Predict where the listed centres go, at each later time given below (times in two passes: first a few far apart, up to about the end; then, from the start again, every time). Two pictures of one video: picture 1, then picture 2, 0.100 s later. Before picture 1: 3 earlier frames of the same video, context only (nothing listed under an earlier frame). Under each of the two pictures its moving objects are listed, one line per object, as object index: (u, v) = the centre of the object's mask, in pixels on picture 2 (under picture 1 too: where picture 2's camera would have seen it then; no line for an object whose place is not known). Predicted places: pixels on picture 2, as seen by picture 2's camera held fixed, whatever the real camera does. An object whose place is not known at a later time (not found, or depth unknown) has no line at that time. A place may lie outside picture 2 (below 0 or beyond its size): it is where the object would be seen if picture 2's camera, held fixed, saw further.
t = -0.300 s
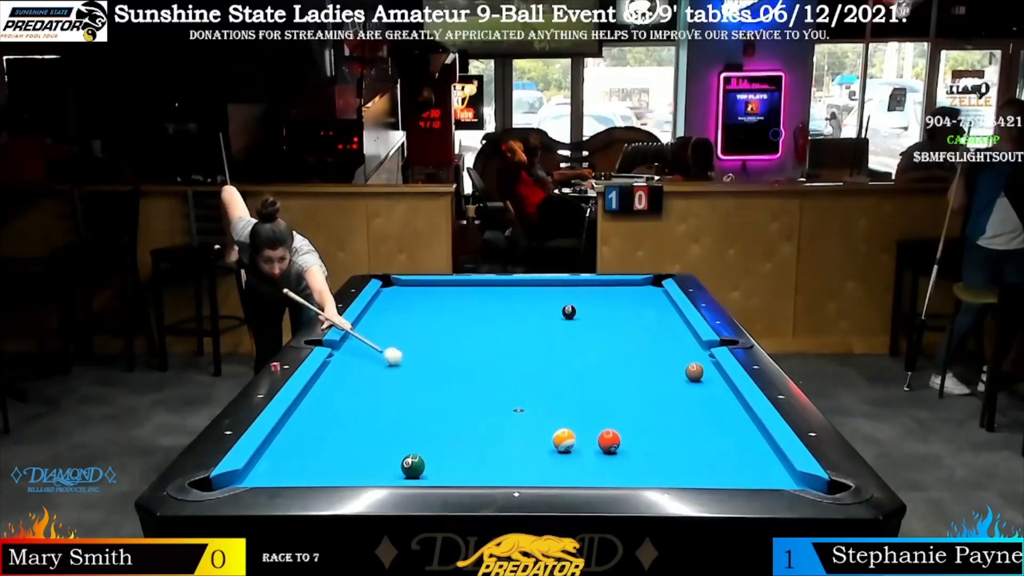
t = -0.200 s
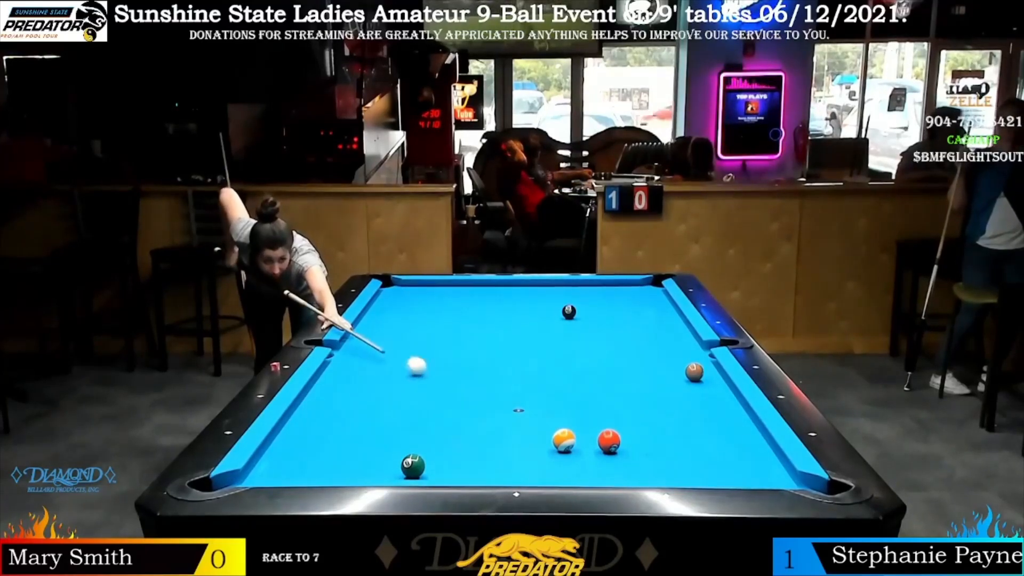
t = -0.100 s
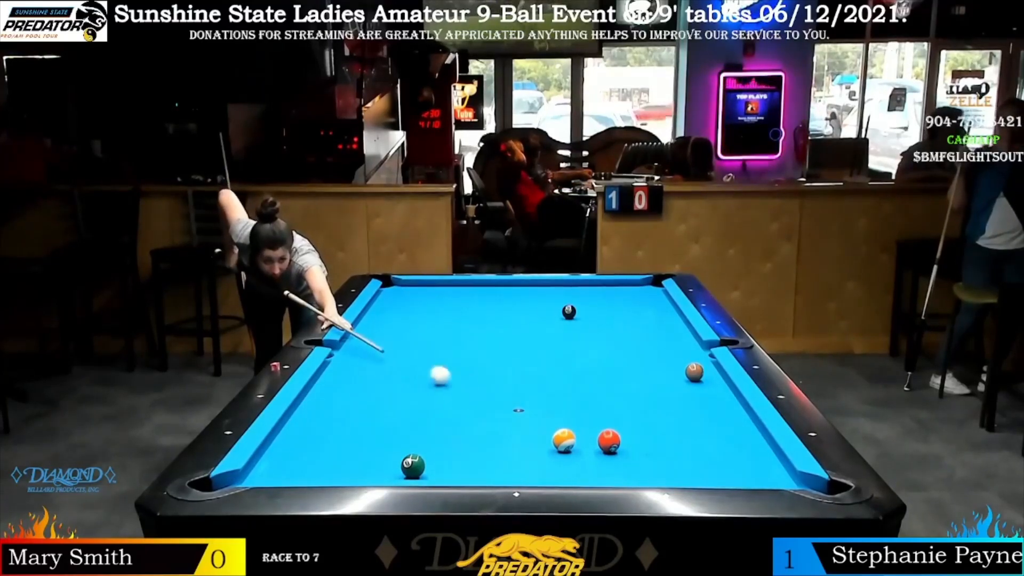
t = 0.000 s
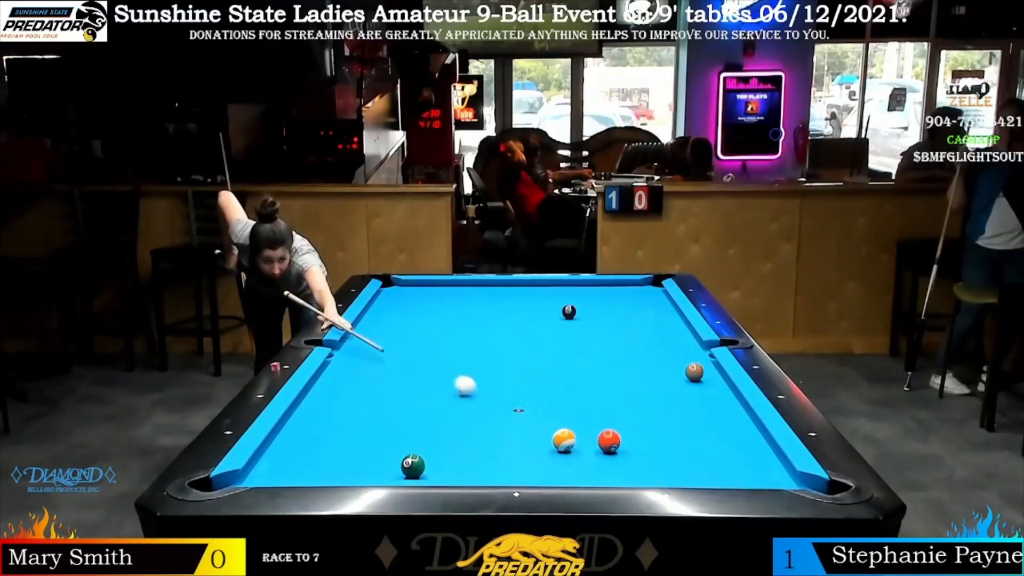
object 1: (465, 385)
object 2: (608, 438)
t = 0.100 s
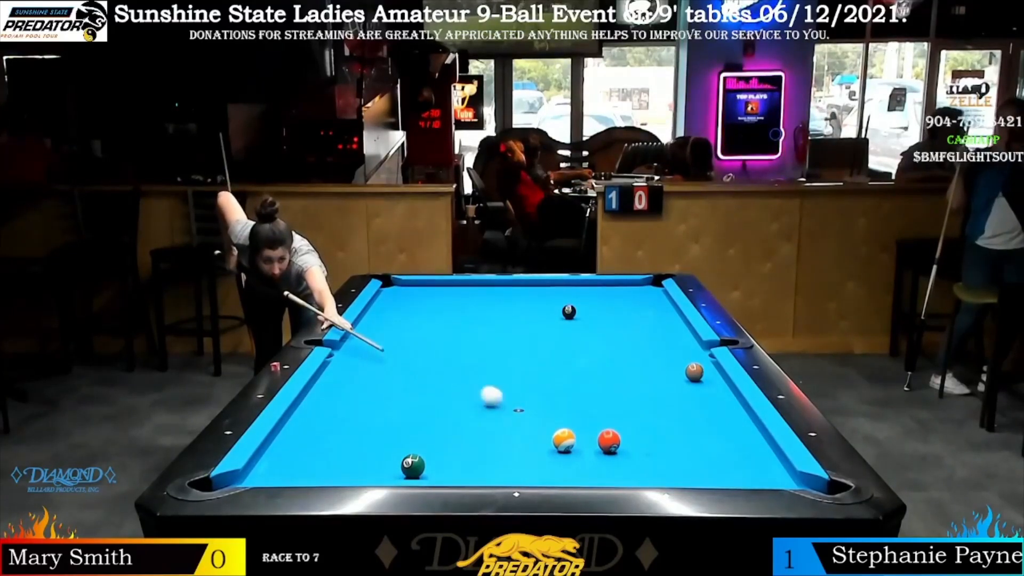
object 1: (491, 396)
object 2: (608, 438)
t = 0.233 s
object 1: (529, 411)
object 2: (609, 441)
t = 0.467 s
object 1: (587, 439)
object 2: (627, 444)
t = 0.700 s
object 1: (592, 453)
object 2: (701, 462)
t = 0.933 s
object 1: (598, 468)
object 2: (777, 477)
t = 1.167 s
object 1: (602, 473)
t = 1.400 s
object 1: (602, 467)
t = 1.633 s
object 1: (601, 459)
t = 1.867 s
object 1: (601, 451)
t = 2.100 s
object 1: (600, 444)
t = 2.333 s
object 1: (598, 438)
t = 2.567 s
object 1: (597, 433)
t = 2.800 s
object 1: (597, 429)
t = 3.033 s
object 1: (596, 426)
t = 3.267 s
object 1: (595, 423)
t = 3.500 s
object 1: (595, 420)
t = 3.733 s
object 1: (595, 419)
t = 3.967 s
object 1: (594, 418)
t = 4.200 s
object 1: (594, 417)
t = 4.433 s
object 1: (594, 417)
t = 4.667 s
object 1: (594, 417)
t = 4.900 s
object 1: (594, 417)
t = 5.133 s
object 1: (594, 417)
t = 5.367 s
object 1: (594, 417)
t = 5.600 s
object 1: (594, 417)
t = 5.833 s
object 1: (594, 417)
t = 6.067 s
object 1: (594, 417)
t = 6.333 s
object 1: (594, 417)
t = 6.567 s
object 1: (594, 417)
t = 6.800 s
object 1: (594, 417)
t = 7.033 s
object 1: (594, 417)
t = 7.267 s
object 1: (594, 417)
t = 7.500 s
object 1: (594, 417)
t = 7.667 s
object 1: (594, 417)
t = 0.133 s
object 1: (500, 400)
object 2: (609, 440)
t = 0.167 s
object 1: (510, 404)
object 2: (609, 441)
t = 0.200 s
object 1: (519, 407)
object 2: (609, 441)
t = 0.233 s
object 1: (529, 411)
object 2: (609, 441)
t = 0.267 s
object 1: (539, 415)
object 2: (609, 441)
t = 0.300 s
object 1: (550, 420)
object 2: (609, 441)
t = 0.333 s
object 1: (559, 422)
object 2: (609, 441)
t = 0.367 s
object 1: (572, 426)
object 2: (609, 441)
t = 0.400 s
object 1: (583, 433)
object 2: (609, 441)
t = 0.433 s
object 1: (589, 437)
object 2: (614, 442)
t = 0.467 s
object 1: (587, 439)
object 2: (627, 444)
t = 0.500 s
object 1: (587, 441)
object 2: (640, 447)
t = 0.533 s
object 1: (587, 443)
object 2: (651, 450)
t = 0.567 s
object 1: (588, 445)
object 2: (661, 452)
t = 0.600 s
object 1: (589, 447)
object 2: (671, 455)
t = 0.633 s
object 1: (590, 449)
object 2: (681, 459)
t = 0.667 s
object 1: (591, 451)
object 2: (691, 461)
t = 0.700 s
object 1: (592, 453)
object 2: (701, 462)
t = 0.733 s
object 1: (592, 456)
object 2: (712, 465)
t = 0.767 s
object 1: (593, 458)
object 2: (722, 468)
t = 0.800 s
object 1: (594, 460)
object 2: (733, 470)
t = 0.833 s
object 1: (595, 462)
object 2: (743, 472)
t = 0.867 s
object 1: (596, 465)
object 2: (754, 473)
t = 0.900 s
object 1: (596, 466)
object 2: (765, 475)
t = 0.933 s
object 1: (598, 468)
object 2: (777, 477)
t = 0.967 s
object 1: (598, 469)
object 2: (789, 479)
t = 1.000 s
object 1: (599, 471)
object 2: (800, 482)
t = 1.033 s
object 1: (600, 472)
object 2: (811, 486)
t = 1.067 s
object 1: (601, 473)
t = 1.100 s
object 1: (602, 474)
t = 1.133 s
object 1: (602, 474)
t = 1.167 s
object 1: (602, 473)
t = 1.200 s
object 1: (602, 472)
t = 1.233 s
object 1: (602, 471)
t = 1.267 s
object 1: (602, 470)
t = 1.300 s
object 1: (602, 470)
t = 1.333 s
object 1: (602, 469)
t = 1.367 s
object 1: (602, 468)
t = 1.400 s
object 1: (602, 467)
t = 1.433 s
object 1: (601, 466)
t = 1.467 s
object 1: (602, 466)
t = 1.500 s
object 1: (601, 464)
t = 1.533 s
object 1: (601, 463)
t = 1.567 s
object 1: (602, 462)
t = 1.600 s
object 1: (601, 460)
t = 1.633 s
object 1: (601, 459)
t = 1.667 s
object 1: (601, 458)
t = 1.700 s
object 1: (601, 457)
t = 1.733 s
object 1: (601, 456)
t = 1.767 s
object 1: (601, 455)
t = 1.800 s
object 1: (601, 453)
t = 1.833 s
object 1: (601, 452)
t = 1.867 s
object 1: (601, 451)
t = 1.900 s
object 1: (601, 450)
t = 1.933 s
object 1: (601, 449)
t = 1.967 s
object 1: (600, 448)
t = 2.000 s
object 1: (600, 448)
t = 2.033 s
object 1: (600, 446)
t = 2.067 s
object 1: (600, 445)
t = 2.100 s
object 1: (600, 444)
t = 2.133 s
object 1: (600, 444)
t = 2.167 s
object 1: (599, 443)
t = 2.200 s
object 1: (599, 442)
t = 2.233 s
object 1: (599, 441)
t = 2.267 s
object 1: (599, 440)
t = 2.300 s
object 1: (599, 439)
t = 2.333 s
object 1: (598, 438)
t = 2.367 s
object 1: (598, 438)
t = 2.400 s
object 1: (598, 437)
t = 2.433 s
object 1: (598, 436)
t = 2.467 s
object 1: (598, 435)
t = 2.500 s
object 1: (597, 435)
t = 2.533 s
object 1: (597, 434)
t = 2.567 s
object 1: (597, 433)
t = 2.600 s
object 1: (597, 433)
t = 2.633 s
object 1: (597, 433)
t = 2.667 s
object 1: (597, 431)
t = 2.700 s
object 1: (597, 431)
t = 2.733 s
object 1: (597, 430)
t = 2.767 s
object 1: (597, 430)
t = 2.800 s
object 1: (597, 429)
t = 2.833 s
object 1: (596, 429)
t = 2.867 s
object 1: (596, 428)
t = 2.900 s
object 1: (596, 427)
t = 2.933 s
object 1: (596, 427)
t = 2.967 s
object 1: (596, 427)
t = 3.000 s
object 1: (596, 427)
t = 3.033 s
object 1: (596, 426)
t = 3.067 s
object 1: (596, 426)
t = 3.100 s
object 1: (596, 425)
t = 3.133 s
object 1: (596, 425)
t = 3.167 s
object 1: (595, 424)
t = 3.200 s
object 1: (595, 424)
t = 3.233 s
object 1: (595, 423)
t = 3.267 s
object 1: (595, 423)
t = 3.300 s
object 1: (595, 422)
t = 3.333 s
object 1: (595, 422)
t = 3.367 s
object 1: (595, 422)
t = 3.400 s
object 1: (595, 422)
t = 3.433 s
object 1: (595, 421)
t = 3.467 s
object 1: (595, 421)
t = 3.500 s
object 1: (595, 420)
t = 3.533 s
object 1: (595, 420)
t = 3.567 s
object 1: (595, 420)
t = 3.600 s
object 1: (595, 420)
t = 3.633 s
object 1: (595, 419)
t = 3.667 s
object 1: (595, 419)
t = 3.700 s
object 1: (595, 419)
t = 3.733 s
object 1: (595, 419)
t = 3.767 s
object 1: (594, 419)
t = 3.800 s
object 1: (594, 419)
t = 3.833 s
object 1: (594, 418)
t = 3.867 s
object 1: (594, 418)
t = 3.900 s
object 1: (594, 418)
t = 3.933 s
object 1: (594, 418)
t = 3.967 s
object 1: (594, 418)
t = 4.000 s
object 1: (594, 418)
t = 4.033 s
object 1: (594, 418)
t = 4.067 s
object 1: (594, 417)
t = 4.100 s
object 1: (594, 417)
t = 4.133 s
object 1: (594, 417)
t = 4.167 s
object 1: (594, 417)
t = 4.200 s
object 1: (594, 417)
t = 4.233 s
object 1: (594, 417)
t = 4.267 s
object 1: (594, 417)
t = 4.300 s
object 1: (594, 417)
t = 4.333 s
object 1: (594, 417)
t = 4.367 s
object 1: (594, 417)
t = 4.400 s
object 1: (594, 417)
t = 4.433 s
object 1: (594, 417)
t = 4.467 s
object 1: (594, 417)
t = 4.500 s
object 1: (594, 417)
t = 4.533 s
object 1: (594, 417)
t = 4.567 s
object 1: (594, 417)
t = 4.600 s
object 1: (594, 417)
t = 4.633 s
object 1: (594, 417)
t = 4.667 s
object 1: (594, 417)
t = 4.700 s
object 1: (594, 417)
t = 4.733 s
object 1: (594, 417)
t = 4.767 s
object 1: (594, 417)
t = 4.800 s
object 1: (594, 417)
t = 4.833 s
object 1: (594, 417)
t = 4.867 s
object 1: (594, 417)
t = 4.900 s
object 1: (594, 417)
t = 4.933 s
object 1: (594, 417)
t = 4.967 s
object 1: (594, 417)
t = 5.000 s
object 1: (594, 417)
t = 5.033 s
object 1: (594, 417)
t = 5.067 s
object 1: (594, 417)
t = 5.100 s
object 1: (594, 417)
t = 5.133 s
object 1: (594, 417)
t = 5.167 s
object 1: (594, 417)
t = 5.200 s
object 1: (594, 417)
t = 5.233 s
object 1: (594, 417)
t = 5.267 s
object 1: (594, 417)
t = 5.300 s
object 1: (594, 417)
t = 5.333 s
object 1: (594, 417)
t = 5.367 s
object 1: (594, 417)
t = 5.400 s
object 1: (594, 417)
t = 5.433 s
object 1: (594, 417)
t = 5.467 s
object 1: (594, 417)
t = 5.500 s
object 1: (594, 417)
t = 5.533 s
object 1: (594, 417)
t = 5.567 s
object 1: (594, 417)
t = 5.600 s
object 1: (594, 417)
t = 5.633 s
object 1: (594, 417)
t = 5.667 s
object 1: (594, 417)
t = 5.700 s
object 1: (594, 417)
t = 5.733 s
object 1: (594, 417)
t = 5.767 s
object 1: (594, 417)
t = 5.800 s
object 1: (594, 417)
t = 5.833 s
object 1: (594, 417)
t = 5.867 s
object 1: (594, 417)
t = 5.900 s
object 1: (594, 417)
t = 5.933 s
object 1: (594, 417)
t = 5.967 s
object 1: (594, 417)
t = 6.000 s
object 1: (594, 417)
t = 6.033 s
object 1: (594, 417)
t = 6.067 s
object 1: (594, 417)
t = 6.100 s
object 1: (594, 417)
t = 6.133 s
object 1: (594, 417)
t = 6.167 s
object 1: (594, 417)
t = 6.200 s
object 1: (594, 417)
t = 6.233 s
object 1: (594, 417)
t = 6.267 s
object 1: (594, 417)
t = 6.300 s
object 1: (594, 417)
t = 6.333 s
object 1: (594, 417)
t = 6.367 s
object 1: (594, 417)
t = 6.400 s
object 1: (594, 417)
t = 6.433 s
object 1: (594, 417)
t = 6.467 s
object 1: (594, 417)
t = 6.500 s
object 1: (594, 417)
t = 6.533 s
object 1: (594, 417)
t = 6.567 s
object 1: (594, 417)
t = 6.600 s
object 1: (594, 417)
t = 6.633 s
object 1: (594, 417)
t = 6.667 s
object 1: (594, 417)
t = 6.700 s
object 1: (594, 417)
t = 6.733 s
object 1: (594, 417)
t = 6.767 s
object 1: (594, 417)
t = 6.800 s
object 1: (594, 417)
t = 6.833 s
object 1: (594, 417)
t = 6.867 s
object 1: (594, 417)
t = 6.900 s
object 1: (594, 417)
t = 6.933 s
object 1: (594, 417)
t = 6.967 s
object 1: (594, 417)
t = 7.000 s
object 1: (594, 417)
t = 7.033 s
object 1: (594, 417)
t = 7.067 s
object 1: (594, 417)
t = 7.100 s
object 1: (594, 417)
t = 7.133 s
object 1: (594, 417)
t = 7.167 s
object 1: (594, 418)
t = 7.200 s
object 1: (594, 417)
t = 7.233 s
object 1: (594, 417)
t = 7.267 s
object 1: (594, 417)
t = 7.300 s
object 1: (594, 417)
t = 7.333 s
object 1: (594, 417)
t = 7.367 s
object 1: (594, 417)
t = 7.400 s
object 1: (594, 417)
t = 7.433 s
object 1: (594, 417)
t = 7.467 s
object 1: (594, 417)
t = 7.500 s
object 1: (594, 417)
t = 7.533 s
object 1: (594, 417)
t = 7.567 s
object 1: (594, 417)
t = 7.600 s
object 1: (594, 417)
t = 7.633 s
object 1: (594, 417)
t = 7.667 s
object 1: (594, 417)
